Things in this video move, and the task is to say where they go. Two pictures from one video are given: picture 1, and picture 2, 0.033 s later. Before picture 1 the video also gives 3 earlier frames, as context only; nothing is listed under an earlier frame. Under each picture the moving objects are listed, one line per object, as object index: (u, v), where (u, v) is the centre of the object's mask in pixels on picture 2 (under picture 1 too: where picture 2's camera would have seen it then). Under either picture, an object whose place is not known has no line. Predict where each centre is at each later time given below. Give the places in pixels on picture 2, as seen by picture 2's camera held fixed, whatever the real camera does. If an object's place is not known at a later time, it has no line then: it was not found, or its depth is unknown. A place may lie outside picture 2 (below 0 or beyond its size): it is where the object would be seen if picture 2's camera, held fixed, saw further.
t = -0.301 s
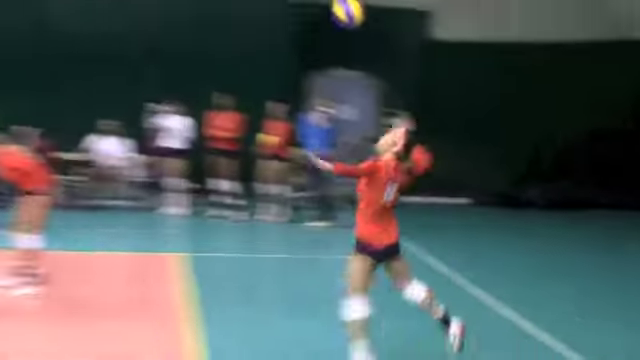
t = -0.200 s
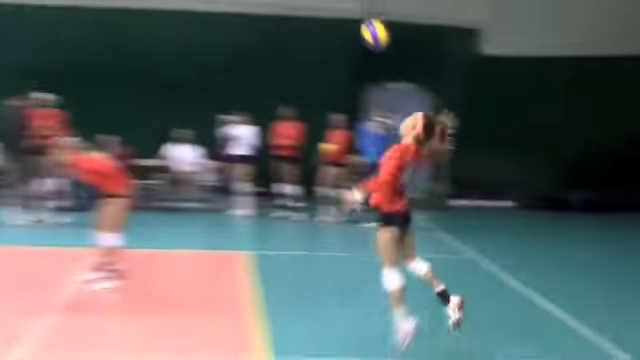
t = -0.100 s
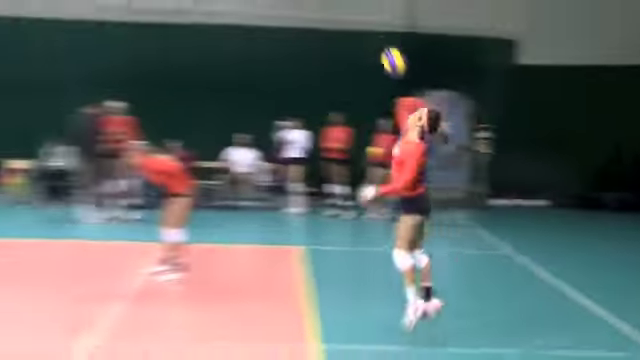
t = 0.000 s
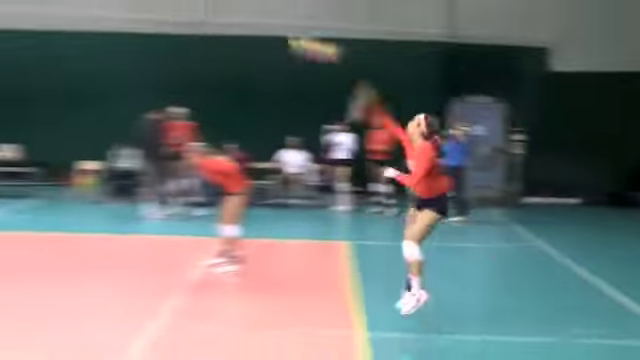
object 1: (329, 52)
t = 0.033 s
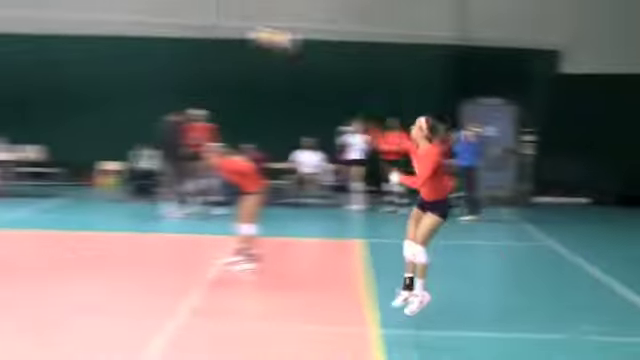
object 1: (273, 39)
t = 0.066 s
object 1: (215, 25)
